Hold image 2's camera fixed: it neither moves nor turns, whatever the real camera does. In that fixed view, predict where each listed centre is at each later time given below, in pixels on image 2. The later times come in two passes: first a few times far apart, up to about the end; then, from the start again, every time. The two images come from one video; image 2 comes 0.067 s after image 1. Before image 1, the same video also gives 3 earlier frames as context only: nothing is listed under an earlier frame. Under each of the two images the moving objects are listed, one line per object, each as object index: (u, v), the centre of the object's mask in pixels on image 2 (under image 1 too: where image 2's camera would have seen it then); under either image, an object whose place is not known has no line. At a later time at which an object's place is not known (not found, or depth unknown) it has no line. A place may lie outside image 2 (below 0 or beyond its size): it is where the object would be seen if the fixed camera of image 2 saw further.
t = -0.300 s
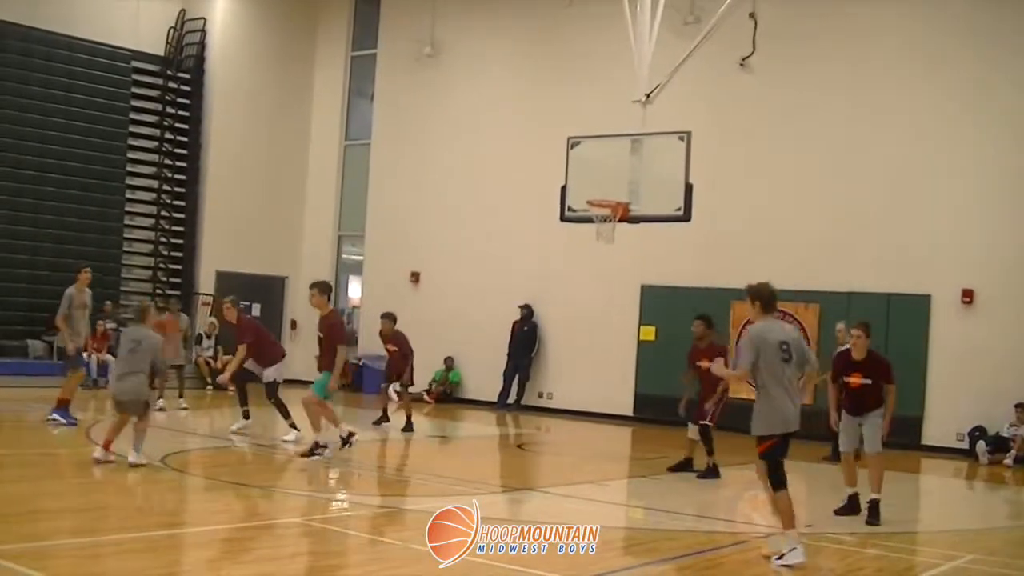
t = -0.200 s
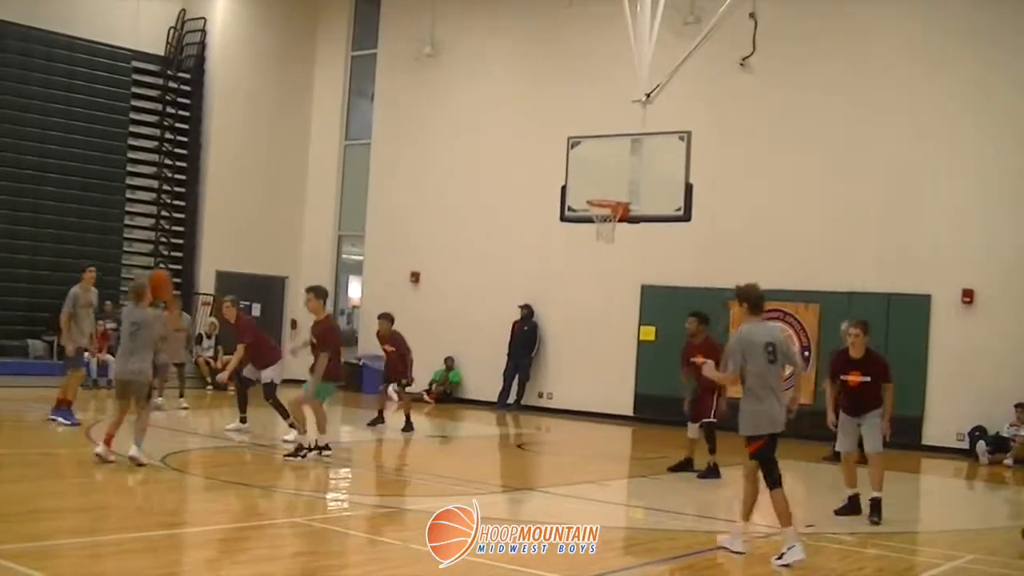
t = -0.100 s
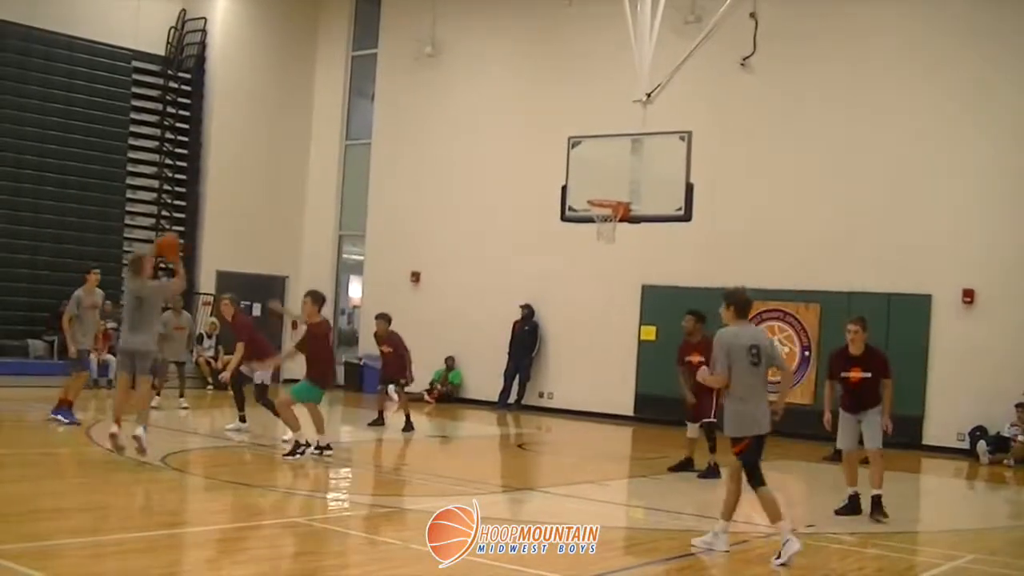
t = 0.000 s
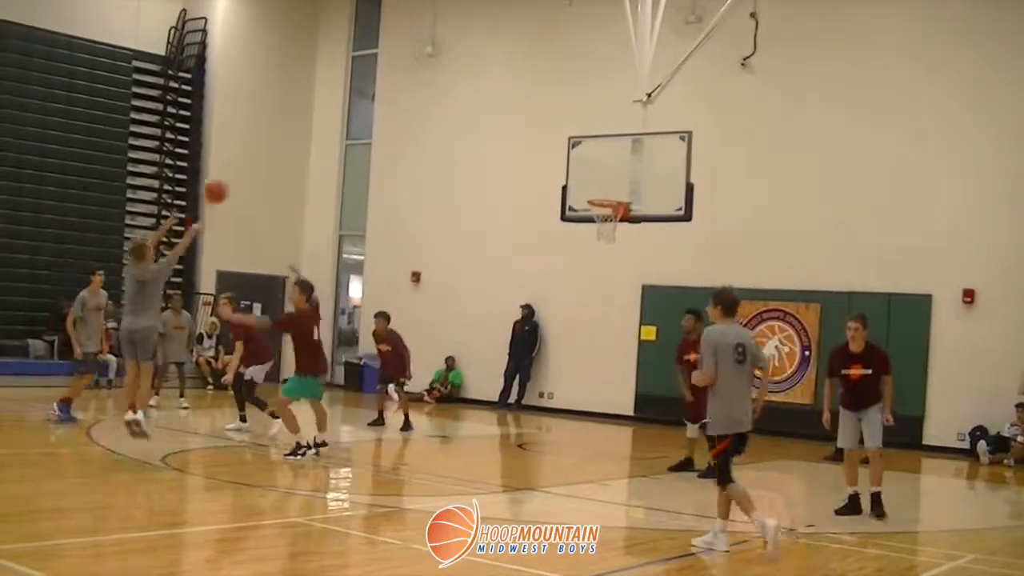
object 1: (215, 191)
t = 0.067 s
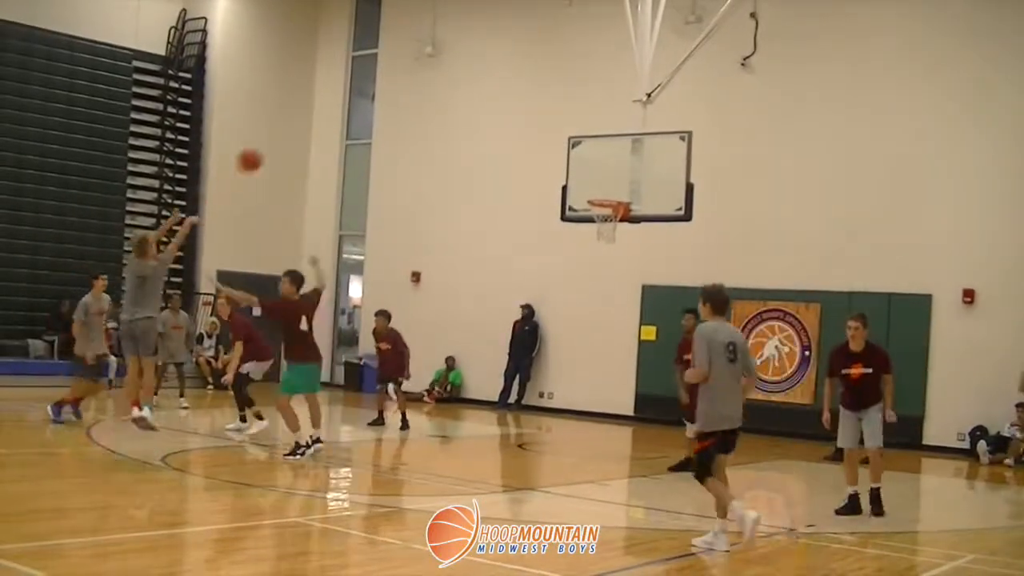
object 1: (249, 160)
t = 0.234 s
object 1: (329, 105)
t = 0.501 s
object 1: (438, 77)
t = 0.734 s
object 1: (518, 105)
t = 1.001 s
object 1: (594, 187)
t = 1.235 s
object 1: (613, 245)
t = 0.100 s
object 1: (267, 147)
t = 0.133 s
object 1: (283, 135)
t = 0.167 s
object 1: (298, 123)
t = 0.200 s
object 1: (314, 113)
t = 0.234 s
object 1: (329, 105)
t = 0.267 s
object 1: (344, 98)
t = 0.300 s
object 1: (359, 92)
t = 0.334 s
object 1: (372, 87)
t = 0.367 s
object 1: (387, 83)
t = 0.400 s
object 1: (400, 80)
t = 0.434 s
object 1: (413, 78)
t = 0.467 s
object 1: (426, 77)
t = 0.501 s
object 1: (438, 77)
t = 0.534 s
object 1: (451, 79)
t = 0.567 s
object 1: (463, 81)
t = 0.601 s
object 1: (474, 85)
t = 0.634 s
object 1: (485, 88)
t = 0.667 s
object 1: (496, 93)
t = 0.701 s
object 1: (507, 99)
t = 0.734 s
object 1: (518, 105)
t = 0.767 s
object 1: (528, 113)
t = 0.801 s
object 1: (538, 121)
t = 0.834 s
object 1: (548, 130)
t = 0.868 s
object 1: (557, 139)
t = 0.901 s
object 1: (567, 150)
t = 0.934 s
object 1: (577, 162)
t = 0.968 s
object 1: (585, 175)
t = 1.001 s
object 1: (594, 187)
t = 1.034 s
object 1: (602, 198)
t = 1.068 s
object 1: (609, 211)
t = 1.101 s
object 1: (620, 215)
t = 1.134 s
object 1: (616, 225)
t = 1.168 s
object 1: (615, 230)
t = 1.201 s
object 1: (614, 237)
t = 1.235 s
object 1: (613, 245)
